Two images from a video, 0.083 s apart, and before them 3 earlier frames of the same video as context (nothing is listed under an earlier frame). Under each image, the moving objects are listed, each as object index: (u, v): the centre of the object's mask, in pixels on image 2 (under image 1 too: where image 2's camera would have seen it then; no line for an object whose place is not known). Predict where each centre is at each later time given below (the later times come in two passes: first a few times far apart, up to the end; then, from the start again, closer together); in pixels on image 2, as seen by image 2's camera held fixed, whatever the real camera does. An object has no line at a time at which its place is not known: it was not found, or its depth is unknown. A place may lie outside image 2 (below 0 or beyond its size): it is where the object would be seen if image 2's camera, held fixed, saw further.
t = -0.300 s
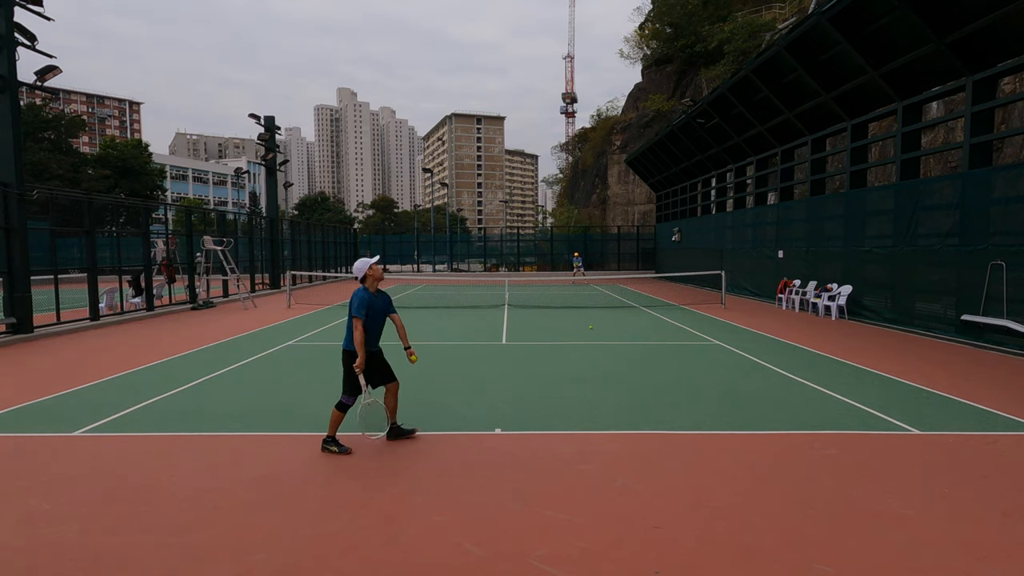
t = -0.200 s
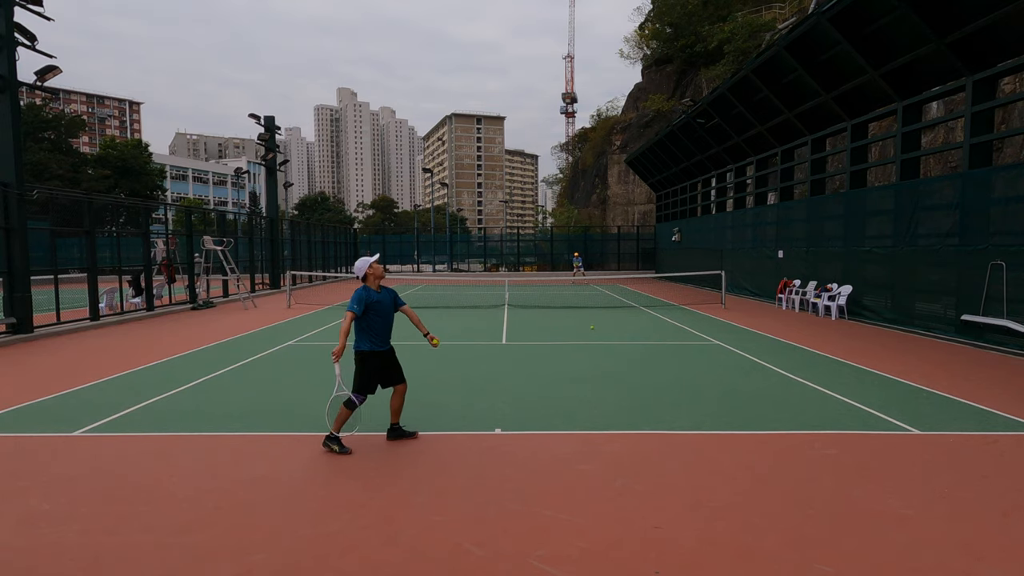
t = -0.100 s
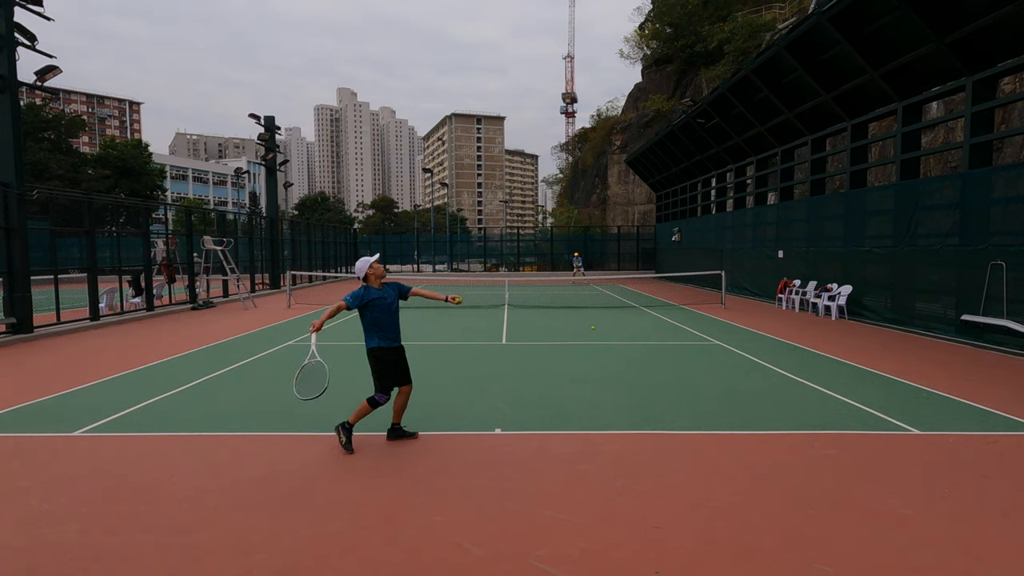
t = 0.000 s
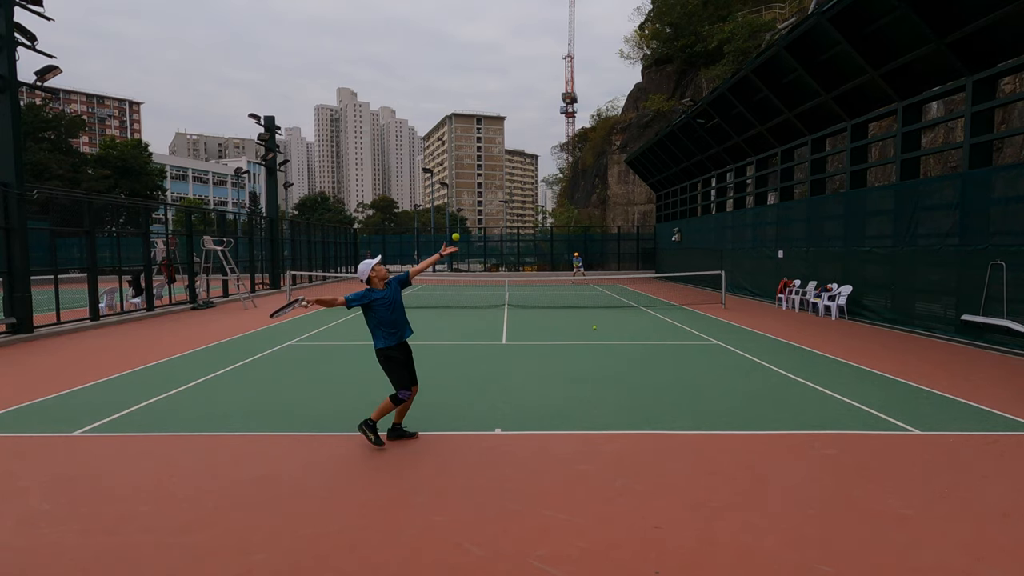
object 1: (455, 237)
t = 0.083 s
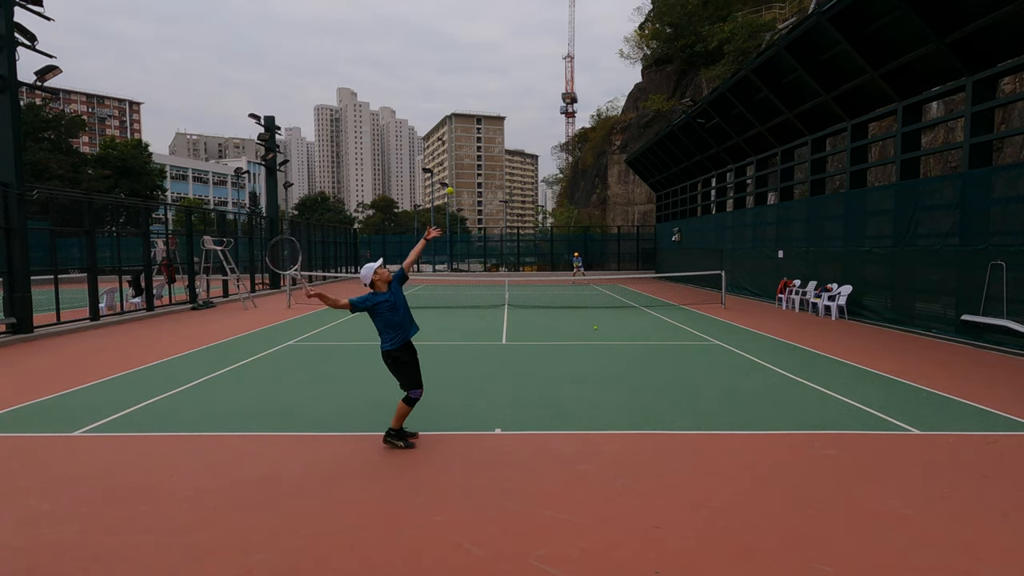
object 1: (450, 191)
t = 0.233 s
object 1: (439, 126)
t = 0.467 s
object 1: (425, 75)
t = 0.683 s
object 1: (413, 78)
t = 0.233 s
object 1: (439, 126)
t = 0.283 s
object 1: (436, 111)
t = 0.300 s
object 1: (435, 107)
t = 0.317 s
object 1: (434, 102)
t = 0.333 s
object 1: (433, 98)
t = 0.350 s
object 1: (432, 94)
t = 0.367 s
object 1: (431, 90)
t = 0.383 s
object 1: (430, 87)
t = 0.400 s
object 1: (429, 84)
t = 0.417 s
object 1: (428, 82)
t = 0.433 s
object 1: (427, 79)
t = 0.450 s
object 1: (426, 77)
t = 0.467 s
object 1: (425, 75)
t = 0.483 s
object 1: (425, 73)
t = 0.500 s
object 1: (424, 73)
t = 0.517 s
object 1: (422, 72)
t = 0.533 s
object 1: (421, 71)
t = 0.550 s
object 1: (420, 71)
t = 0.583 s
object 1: (419, 71)
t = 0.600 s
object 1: (418, 72)
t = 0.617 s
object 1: (417, 72)
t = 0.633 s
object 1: (416, 73)
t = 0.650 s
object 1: (415, 75)
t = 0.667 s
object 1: (414, 76)
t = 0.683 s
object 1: (413, 78)
